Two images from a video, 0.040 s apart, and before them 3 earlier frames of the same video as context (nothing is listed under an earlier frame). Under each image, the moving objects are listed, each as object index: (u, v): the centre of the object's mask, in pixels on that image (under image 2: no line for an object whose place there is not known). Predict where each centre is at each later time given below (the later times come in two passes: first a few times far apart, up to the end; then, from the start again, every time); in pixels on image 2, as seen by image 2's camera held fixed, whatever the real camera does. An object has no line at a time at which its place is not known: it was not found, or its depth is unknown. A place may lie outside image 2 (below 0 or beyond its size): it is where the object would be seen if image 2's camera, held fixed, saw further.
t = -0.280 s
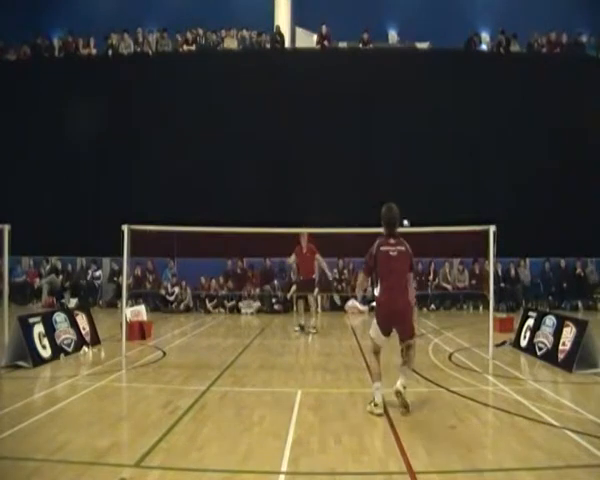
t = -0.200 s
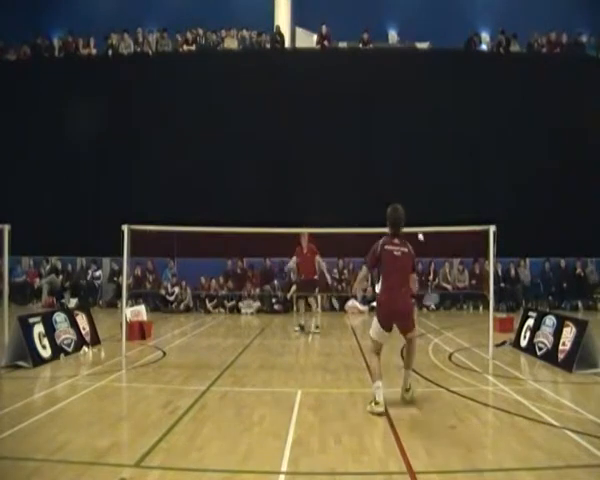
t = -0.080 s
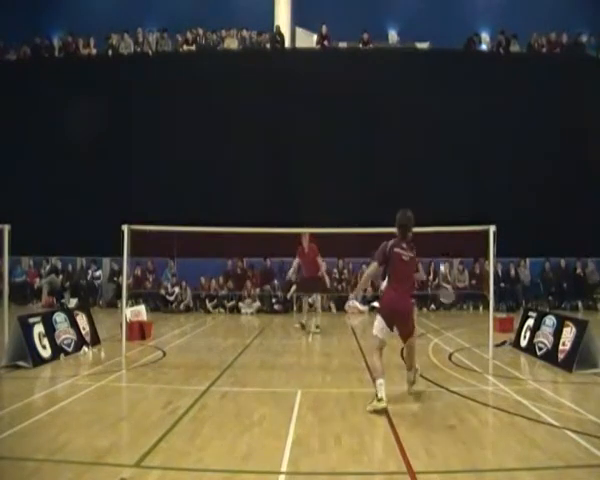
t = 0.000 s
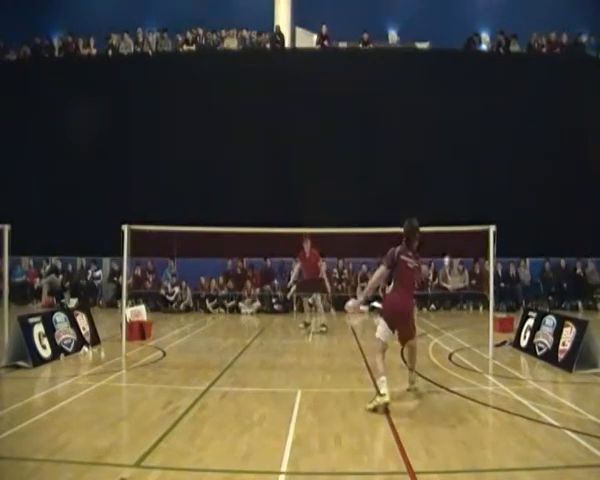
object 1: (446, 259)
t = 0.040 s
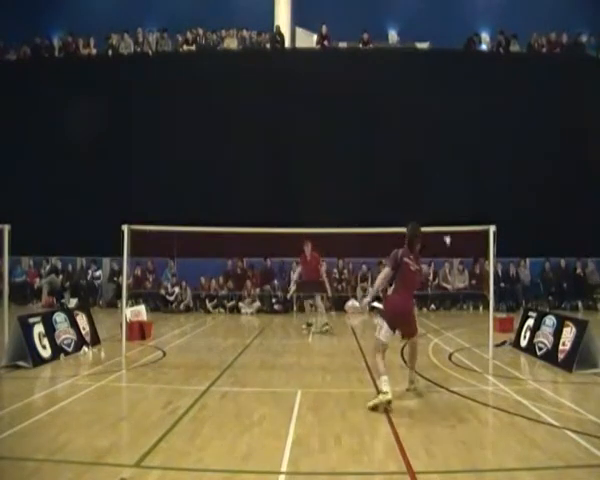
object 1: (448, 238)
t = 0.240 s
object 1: (435, 182)
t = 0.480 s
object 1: (428, 183)
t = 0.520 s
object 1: (427, 188)
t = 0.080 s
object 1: (444, 221)
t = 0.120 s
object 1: (442, 206)
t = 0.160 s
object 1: (438, 198)
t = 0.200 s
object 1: (436, 191)
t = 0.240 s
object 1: (435, 182)
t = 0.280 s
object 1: (434, 181)
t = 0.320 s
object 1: (434, 178)
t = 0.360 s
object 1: (433, 178)
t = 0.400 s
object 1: (430, 179)
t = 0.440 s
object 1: (430, 180)
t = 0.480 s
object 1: (428, 183)
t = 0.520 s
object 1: (427, 188)
